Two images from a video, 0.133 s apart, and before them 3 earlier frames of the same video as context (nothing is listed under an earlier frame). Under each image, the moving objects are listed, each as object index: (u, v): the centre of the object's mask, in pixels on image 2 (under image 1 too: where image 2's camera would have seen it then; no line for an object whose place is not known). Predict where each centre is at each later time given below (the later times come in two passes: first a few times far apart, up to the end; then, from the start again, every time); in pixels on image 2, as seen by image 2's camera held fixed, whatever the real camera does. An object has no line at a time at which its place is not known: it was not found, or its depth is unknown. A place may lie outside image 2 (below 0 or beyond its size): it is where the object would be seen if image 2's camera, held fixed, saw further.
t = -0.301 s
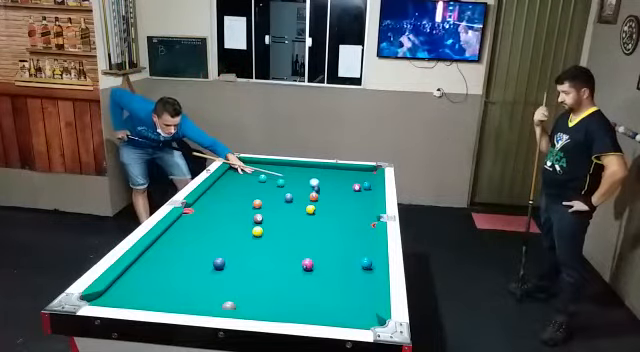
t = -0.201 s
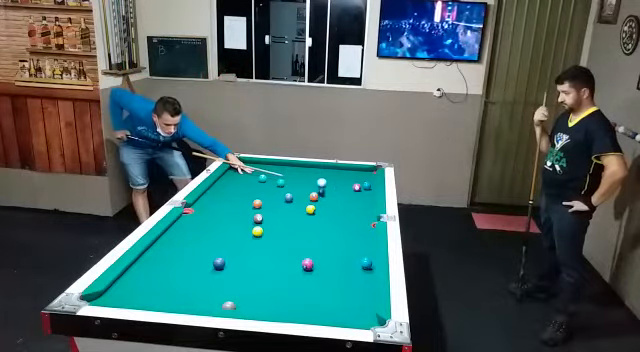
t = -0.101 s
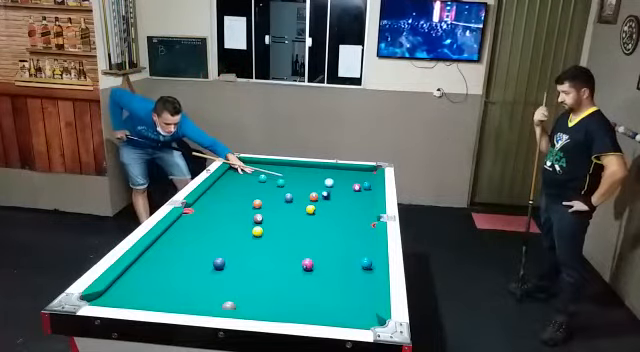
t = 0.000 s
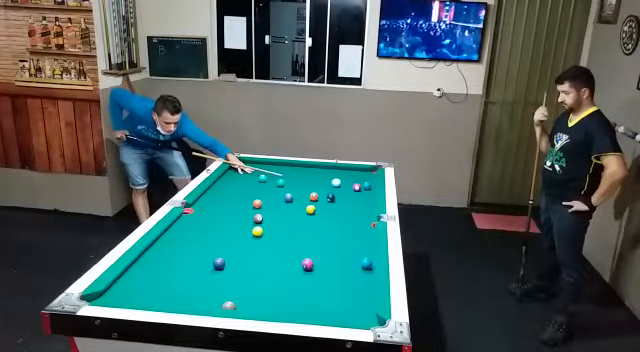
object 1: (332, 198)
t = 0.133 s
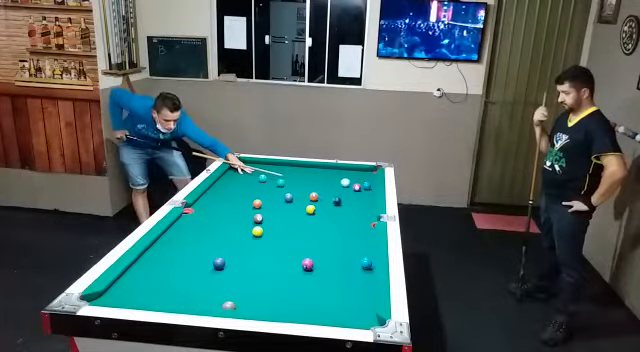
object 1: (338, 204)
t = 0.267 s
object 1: (345, 205)
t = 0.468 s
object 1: (353, 211)
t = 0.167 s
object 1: (340, 204)
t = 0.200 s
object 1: (341, 205)
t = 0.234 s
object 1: (343, 205)
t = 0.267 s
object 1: (345, 205)
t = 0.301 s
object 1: (346, 207)
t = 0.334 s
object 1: (347, 208)
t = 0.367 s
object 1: (350, 208)
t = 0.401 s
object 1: (350, 209)
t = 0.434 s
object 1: (352, 210)
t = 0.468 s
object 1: (353, 211)
